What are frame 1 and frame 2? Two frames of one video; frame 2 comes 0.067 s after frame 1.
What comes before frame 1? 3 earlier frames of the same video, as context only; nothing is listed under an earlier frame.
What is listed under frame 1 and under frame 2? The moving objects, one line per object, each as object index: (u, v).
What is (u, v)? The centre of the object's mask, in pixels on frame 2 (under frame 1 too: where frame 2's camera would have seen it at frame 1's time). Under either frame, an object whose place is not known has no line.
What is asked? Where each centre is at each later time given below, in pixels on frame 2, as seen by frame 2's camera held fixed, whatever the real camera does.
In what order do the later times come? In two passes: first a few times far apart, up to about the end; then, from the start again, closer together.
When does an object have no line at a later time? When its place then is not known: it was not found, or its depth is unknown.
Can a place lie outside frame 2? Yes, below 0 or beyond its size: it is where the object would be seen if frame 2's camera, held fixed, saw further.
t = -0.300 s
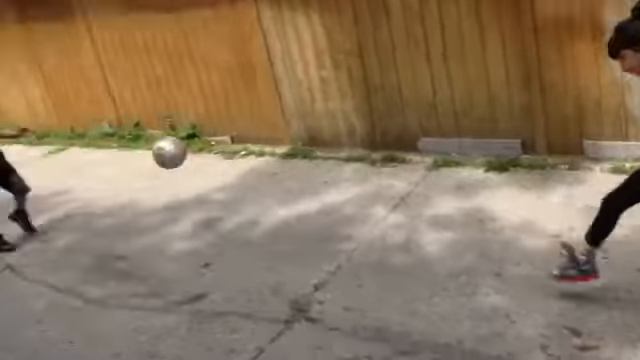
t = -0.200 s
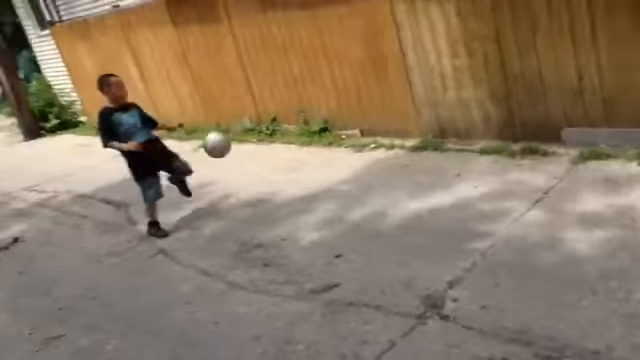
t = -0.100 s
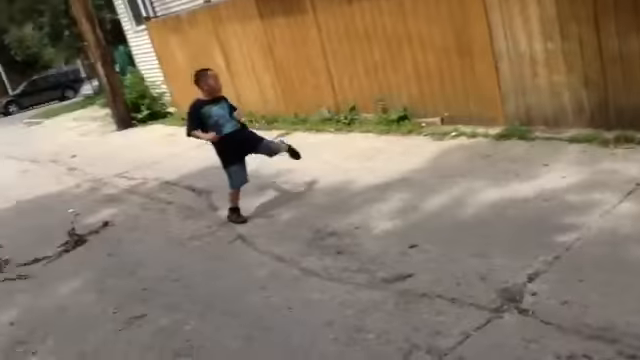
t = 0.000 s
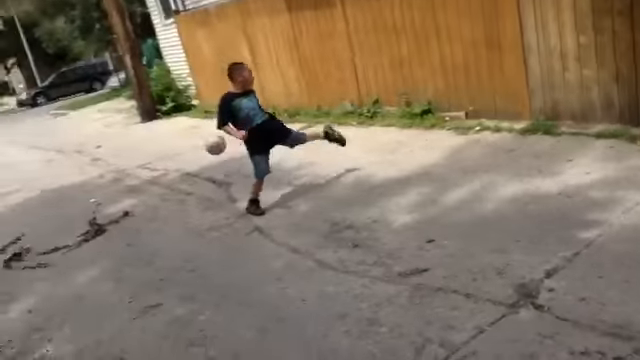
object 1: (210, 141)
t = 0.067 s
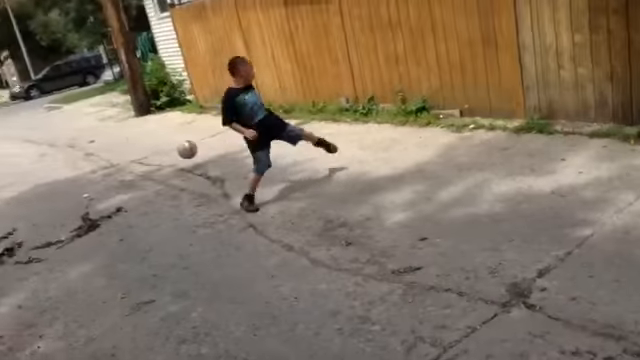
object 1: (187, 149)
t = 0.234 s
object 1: (142, 140)
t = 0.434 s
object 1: (107, 135)
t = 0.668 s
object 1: (80, 132)
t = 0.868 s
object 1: (66, 130)
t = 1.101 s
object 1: (52, 130)
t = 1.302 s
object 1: (42, 134)
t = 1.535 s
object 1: (27, 131)
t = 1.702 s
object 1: (22, 133)
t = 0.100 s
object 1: (177, 155)
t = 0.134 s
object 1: (168, 155)
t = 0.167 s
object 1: (158, 149)
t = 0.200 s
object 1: (150, 144)
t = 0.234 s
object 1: (142, 140)
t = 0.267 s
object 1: (135, 137)
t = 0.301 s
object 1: (128, 135)
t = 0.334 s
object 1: (122, 134)
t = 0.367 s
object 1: (116, 133)
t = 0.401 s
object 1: (111, 134)
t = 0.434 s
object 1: (107, 135)
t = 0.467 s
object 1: (103, 137)
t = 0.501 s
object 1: (99, 140)
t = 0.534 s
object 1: (95, 143)
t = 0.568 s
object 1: (92, 141)
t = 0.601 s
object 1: (87, 137)
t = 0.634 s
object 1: (84, 134)
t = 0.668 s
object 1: (80, 132)
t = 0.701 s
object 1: (77, 129)
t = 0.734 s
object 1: (74, 128)
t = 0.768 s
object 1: (71, 128)
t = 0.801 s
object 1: (69, 128)
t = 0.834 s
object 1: (67, 129)
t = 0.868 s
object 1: (66, 130)
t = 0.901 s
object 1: (65, 133)
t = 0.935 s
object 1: (63, 135)
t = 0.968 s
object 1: (62, 139)
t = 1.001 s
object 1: (59, 136)
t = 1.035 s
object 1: (57, 134)
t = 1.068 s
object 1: (54, 132)
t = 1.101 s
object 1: (52, 130)
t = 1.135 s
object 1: (49, 129)
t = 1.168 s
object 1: (47, 129)
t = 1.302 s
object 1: (42, 134)
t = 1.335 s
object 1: (42, 137)
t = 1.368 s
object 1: (39, 135)
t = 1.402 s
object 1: (36, 133)
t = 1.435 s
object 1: (34, 132)
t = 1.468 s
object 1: (32, 131)
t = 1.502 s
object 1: (29, 131)
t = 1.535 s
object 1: (27, 131)
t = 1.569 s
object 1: (26, 132)
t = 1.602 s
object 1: (24, 133)
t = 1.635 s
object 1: (23, 135)
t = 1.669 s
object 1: (23, 135)
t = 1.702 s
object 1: (22, 133)
